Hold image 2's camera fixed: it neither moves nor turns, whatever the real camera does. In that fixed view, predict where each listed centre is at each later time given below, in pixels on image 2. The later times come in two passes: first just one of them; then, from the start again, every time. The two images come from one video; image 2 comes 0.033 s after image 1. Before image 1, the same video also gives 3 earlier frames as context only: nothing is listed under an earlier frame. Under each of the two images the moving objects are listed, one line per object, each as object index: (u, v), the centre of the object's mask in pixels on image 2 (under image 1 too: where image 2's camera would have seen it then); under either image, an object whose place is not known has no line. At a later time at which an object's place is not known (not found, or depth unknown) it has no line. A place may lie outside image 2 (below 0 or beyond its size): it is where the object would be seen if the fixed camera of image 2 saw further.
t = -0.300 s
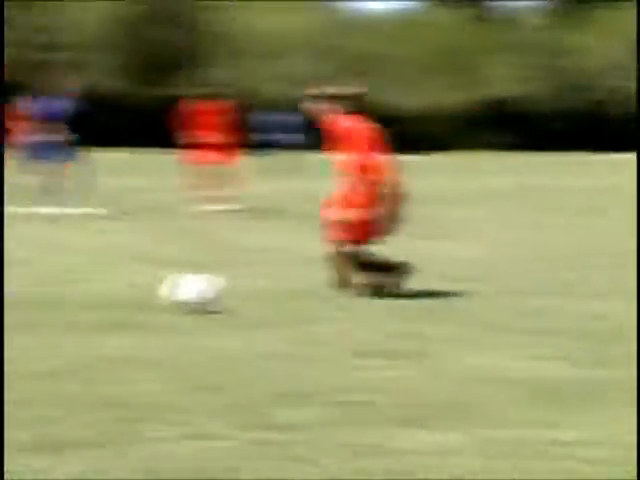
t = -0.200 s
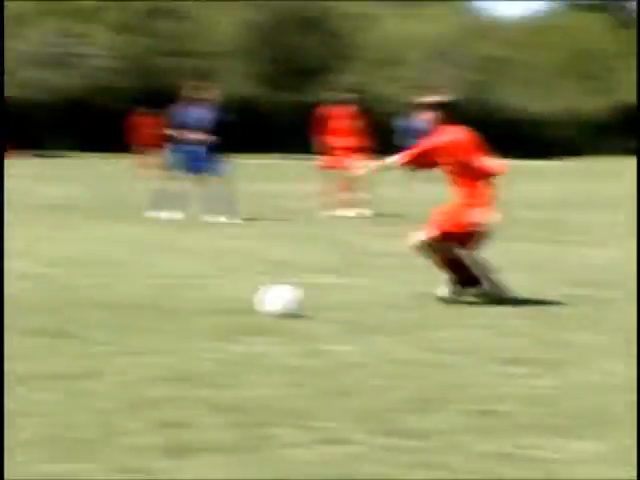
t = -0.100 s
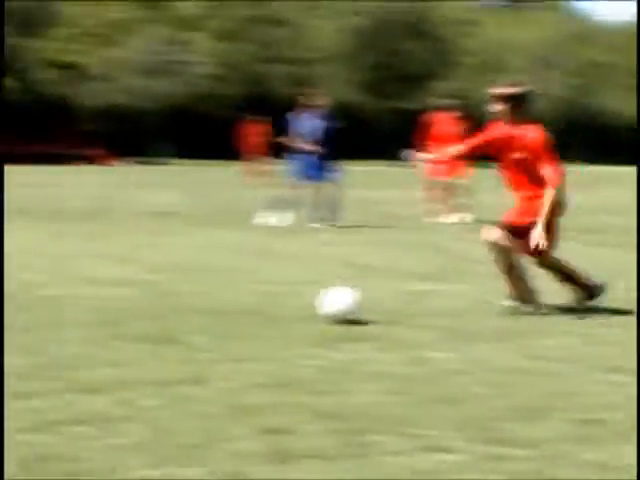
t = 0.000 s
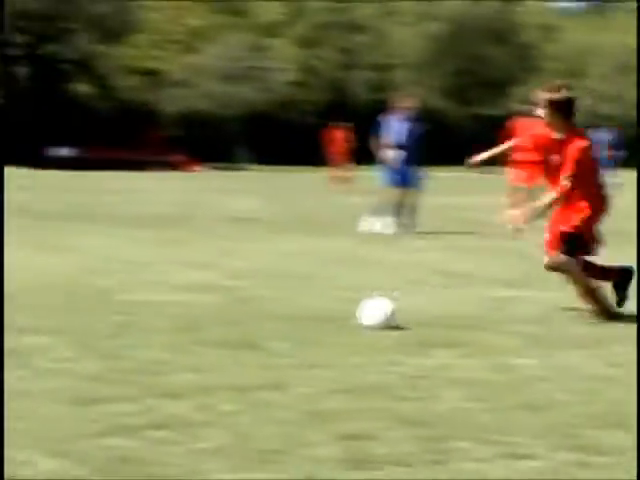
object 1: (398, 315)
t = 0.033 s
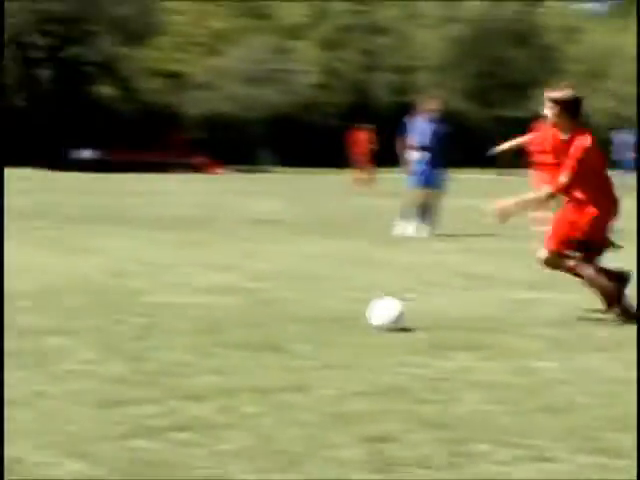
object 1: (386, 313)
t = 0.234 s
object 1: (312, 312)
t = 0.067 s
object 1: (374, 311)
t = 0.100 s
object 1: (363, 310)
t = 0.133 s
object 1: (350, 309)
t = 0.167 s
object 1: (338, 309)
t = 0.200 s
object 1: (325, 311)
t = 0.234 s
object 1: (312, 312)
